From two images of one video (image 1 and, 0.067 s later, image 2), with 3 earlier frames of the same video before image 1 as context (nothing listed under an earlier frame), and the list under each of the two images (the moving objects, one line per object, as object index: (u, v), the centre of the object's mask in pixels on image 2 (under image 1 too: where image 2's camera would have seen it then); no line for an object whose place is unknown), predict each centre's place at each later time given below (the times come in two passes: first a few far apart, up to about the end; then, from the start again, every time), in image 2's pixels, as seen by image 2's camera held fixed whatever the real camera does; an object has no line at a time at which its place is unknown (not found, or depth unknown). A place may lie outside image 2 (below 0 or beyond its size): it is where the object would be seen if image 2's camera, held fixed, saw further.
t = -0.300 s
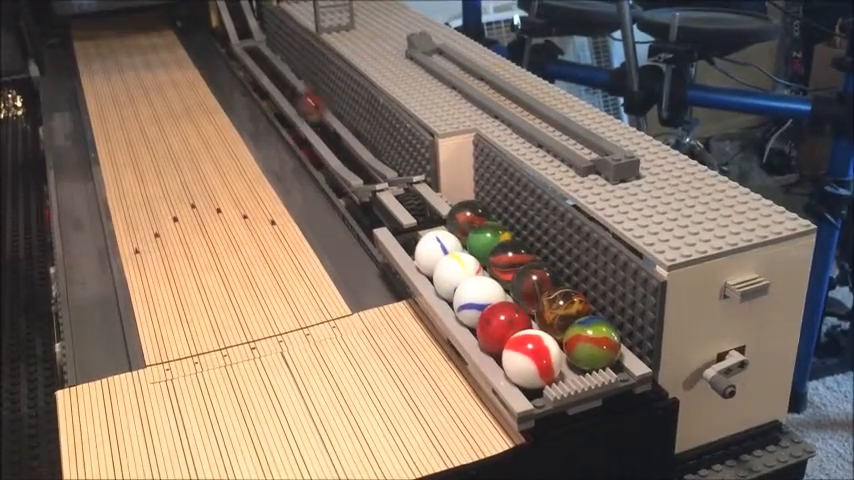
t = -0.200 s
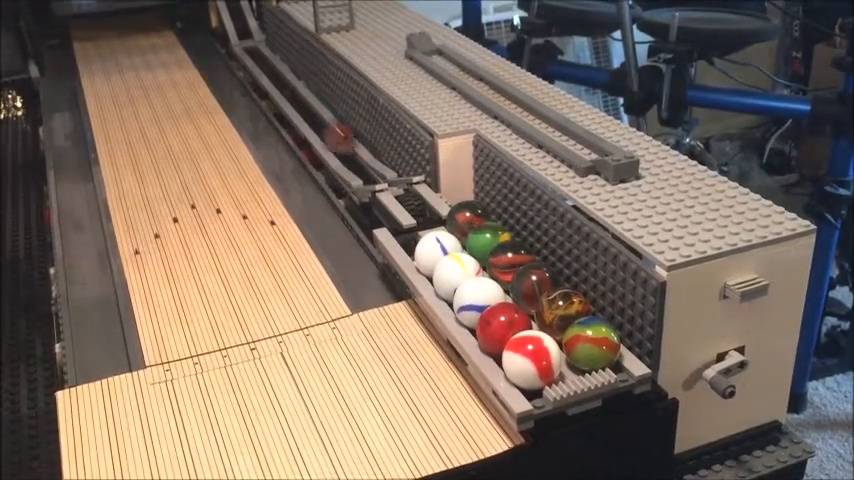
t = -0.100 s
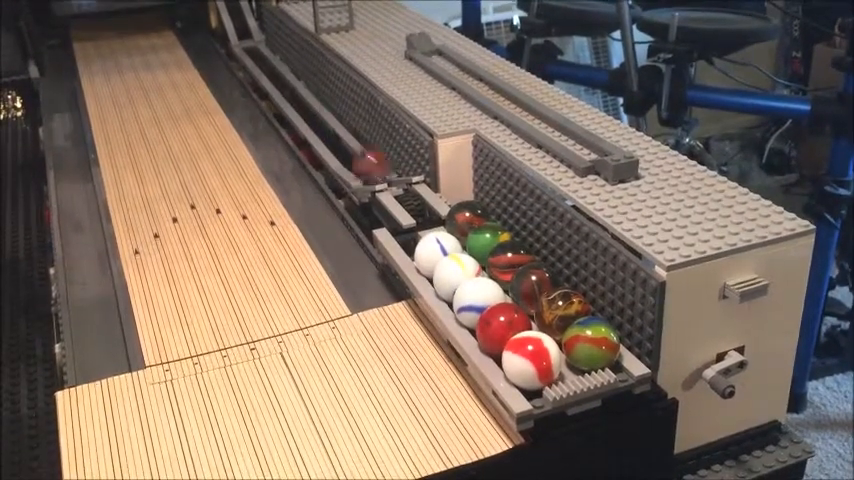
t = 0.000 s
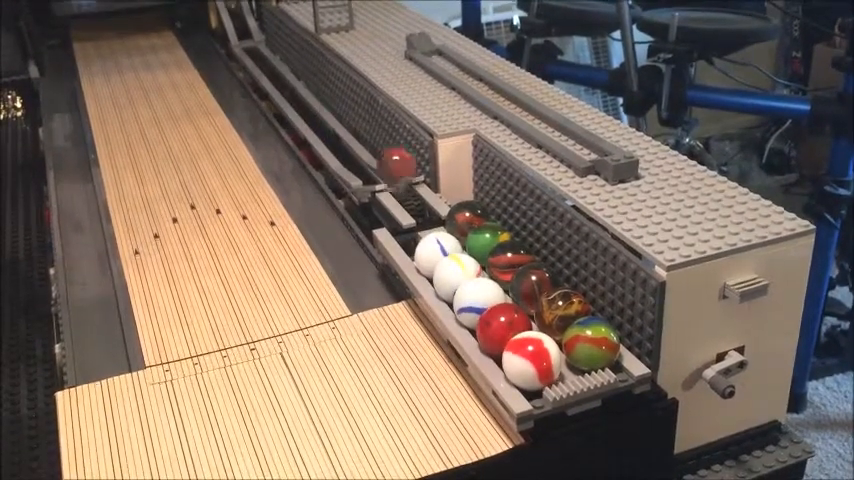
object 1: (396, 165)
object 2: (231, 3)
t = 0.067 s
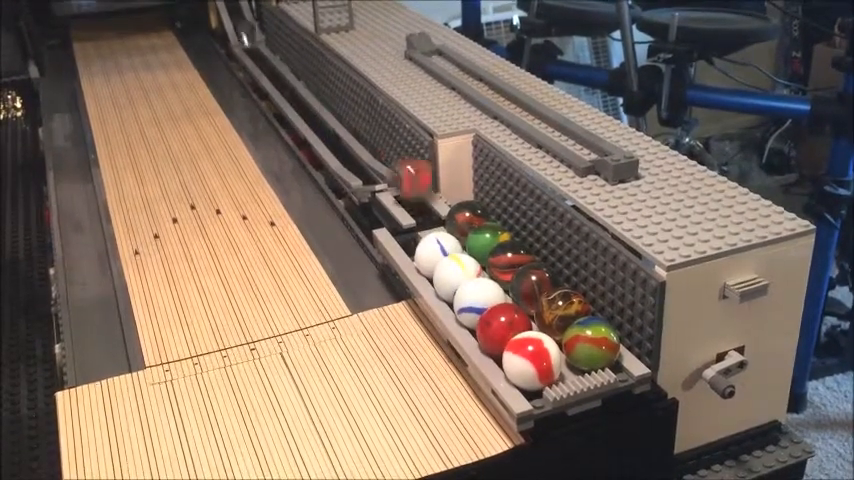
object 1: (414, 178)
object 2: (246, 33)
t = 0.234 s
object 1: (427, 200)
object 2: (271, 66)
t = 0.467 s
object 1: (428, 205)
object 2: (337, 139)
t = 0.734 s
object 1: (428, 206)
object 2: (404, 181)
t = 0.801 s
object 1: (419, 218)
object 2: (409, 189)
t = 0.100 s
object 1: (419, 195)
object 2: (251, 42)
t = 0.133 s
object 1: (436, 195)
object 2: (258, 51)
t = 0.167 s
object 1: (437, 194)
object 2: (261, 56)
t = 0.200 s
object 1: (434, 197)
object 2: (268, 65)
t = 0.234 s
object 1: (427, 200)
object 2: (271, 66)
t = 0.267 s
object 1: (424, 202)
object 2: (284, 80)
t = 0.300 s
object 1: (426, 204)
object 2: (292, 87)
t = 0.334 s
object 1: (428, 205)
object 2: (299, 96)
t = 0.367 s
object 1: (428, 205)
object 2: (307, 108)
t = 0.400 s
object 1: (428, 205)
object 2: (317, 117)
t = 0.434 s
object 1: (428, 205)
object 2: (325, 125)
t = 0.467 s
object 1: (428, 205)
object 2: (337, 139)
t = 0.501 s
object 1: (428, 205)
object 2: (350, 153)
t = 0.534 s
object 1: (428, 205)
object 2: (359, 160)
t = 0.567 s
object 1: (428, 205)
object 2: (370, 167)
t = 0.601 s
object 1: (428, 205)
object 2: (382, 168)
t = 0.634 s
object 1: (428, 205)
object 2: (389, 167)
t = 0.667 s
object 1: (428, 205)
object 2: (395, 171)
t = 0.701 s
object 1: (428, 205)
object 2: (403, 177)
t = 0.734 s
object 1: (428, 206)
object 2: (404, 181)
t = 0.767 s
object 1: (424, 209)
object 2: (403, 188)
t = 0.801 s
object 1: (419, 218)
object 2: (409, 189)
